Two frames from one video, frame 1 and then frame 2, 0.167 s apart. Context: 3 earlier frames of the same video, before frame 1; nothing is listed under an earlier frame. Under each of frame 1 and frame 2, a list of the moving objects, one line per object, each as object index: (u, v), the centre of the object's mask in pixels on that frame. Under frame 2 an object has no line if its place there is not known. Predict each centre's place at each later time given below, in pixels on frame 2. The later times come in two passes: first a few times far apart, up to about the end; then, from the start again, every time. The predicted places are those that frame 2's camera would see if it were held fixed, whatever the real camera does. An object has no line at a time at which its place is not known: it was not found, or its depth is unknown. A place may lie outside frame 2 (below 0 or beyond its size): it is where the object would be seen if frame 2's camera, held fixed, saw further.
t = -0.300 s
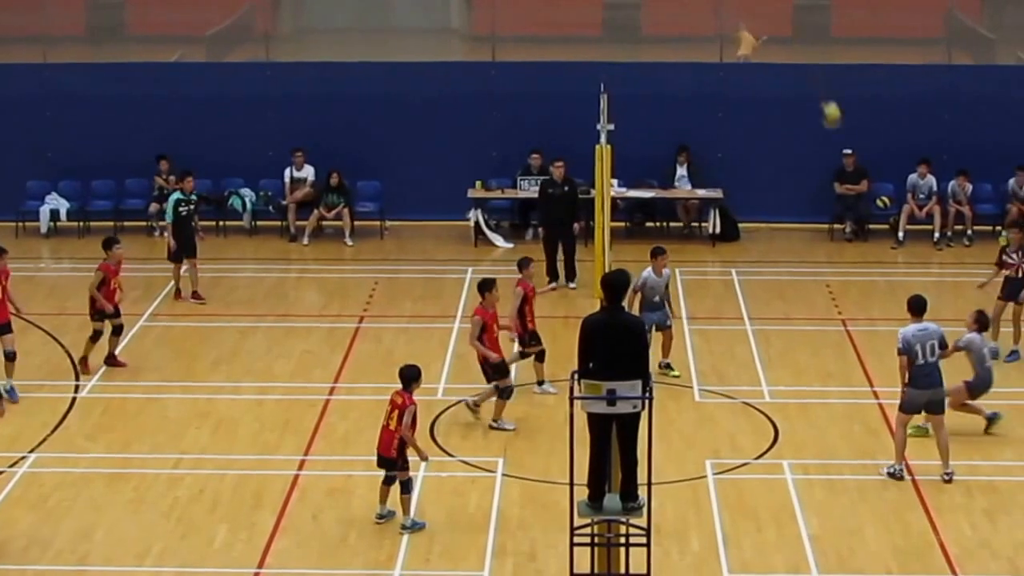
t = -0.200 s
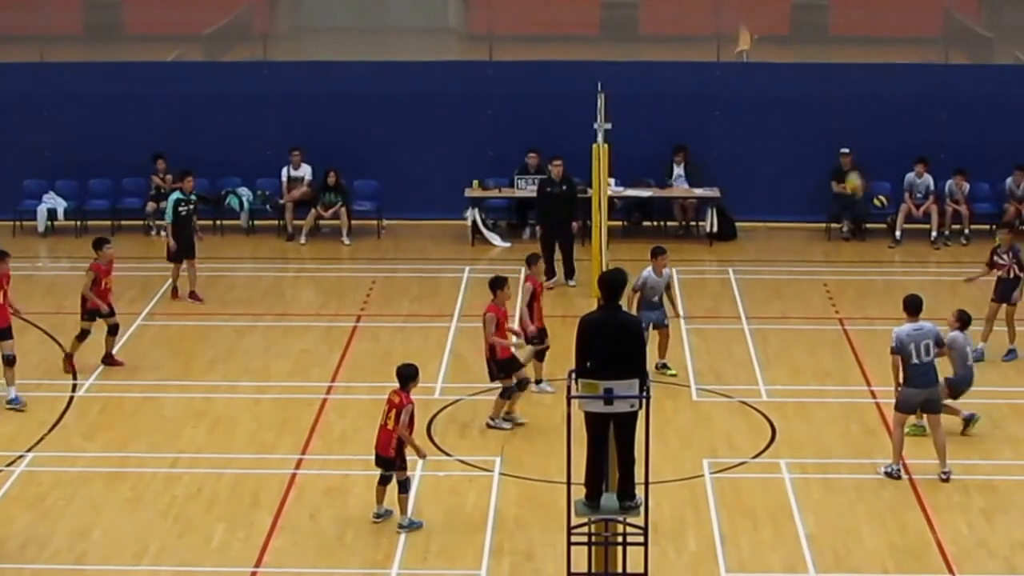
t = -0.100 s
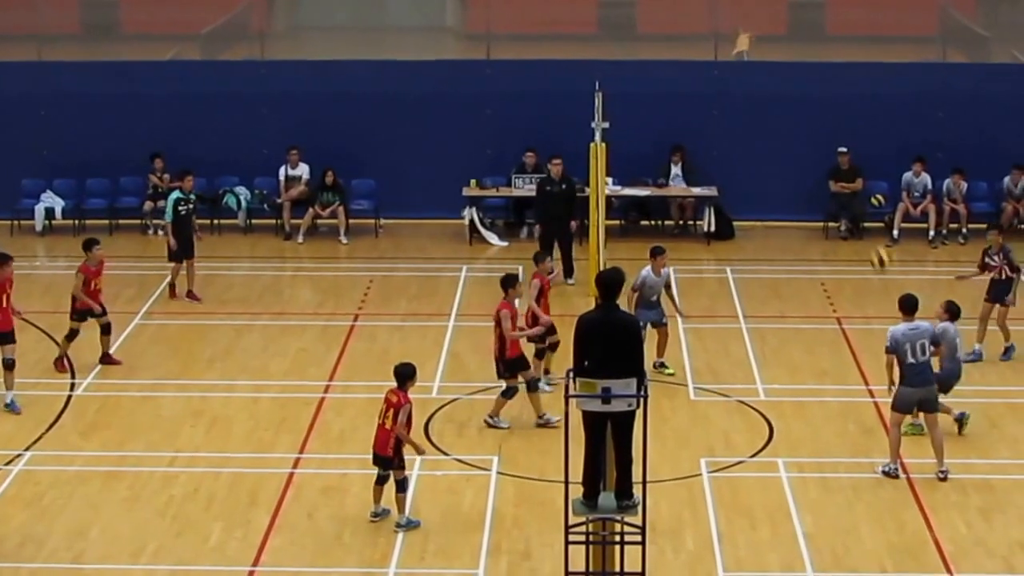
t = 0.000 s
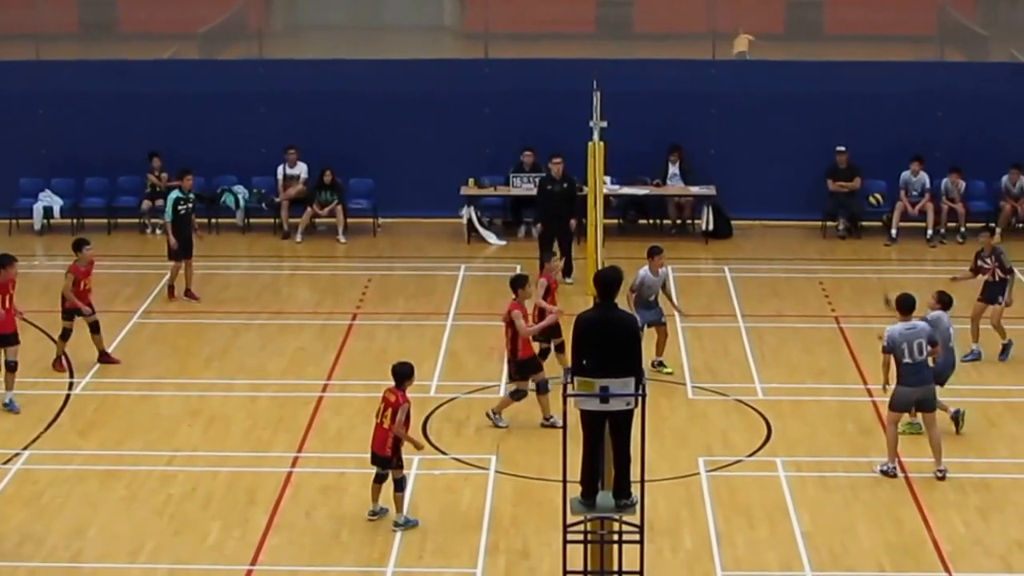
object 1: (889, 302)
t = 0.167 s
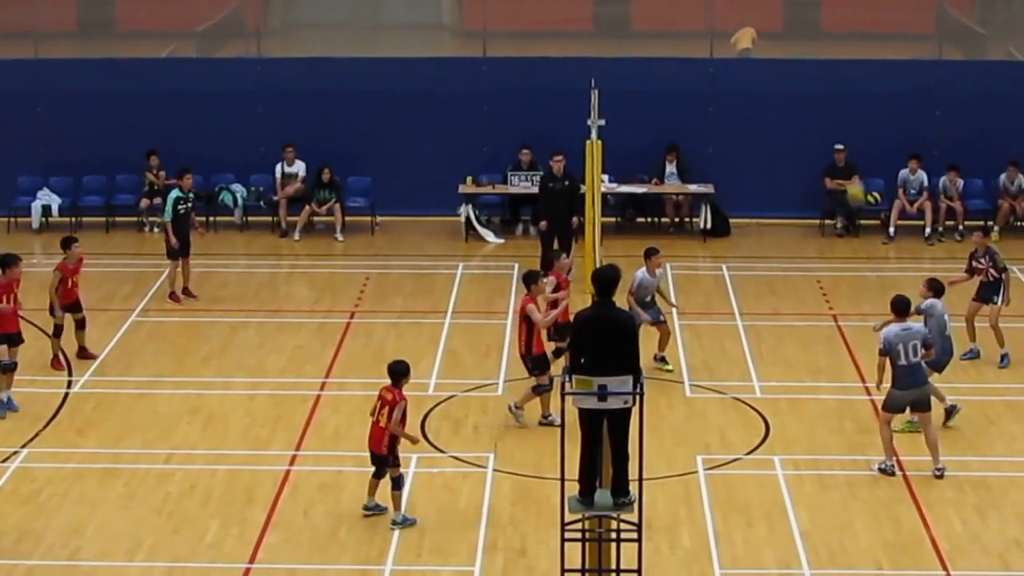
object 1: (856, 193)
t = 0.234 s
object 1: (841, 157)
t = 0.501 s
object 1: (785, 61)
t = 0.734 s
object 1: (737, 34)
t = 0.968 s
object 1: (691, 57)
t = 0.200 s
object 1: (849, 173)
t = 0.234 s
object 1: (841, 157)
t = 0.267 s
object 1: (834, 141)
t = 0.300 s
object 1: (827, 127)
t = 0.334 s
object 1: (820, 113)
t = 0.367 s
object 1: (813, 100)
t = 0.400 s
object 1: (806, 89)
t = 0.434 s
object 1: (799, 79)
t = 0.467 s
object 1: (792, 69)
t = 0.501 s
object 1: (785, 61)
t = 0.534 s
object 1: (779, 54)
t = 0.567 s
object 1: (772, 48)
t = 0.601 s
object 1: (765, 43)
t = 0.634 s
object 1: (758, 39)
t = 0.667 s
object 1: (751, 36)
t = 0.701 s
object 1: (744, 34)
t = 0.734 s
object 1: (737, 34)
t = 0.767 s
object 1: (731, 34)
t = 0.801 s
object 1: (724, 35)
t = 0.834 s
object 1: (717, 38)
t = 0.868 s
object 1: (711, 41)
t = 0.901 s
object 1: (704, 46)
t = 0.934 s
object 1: (697, 51)
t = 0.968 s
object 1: (691, 57)
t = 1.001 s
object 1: (686, 65)
